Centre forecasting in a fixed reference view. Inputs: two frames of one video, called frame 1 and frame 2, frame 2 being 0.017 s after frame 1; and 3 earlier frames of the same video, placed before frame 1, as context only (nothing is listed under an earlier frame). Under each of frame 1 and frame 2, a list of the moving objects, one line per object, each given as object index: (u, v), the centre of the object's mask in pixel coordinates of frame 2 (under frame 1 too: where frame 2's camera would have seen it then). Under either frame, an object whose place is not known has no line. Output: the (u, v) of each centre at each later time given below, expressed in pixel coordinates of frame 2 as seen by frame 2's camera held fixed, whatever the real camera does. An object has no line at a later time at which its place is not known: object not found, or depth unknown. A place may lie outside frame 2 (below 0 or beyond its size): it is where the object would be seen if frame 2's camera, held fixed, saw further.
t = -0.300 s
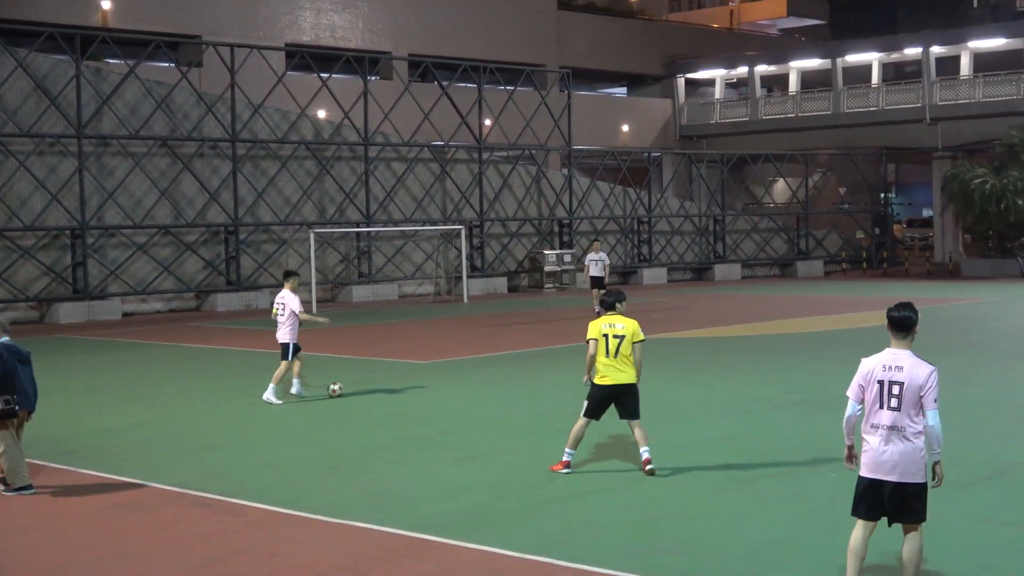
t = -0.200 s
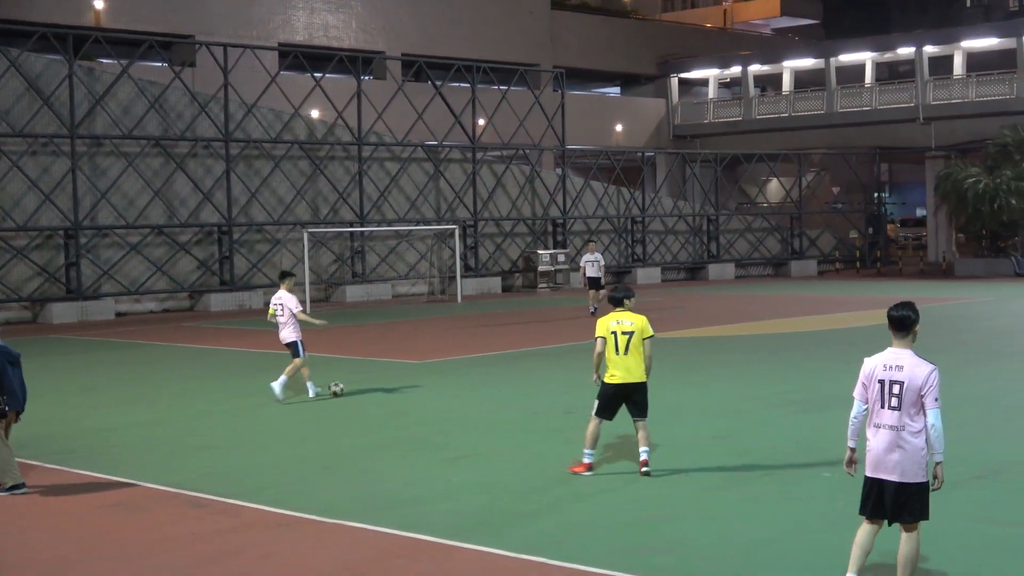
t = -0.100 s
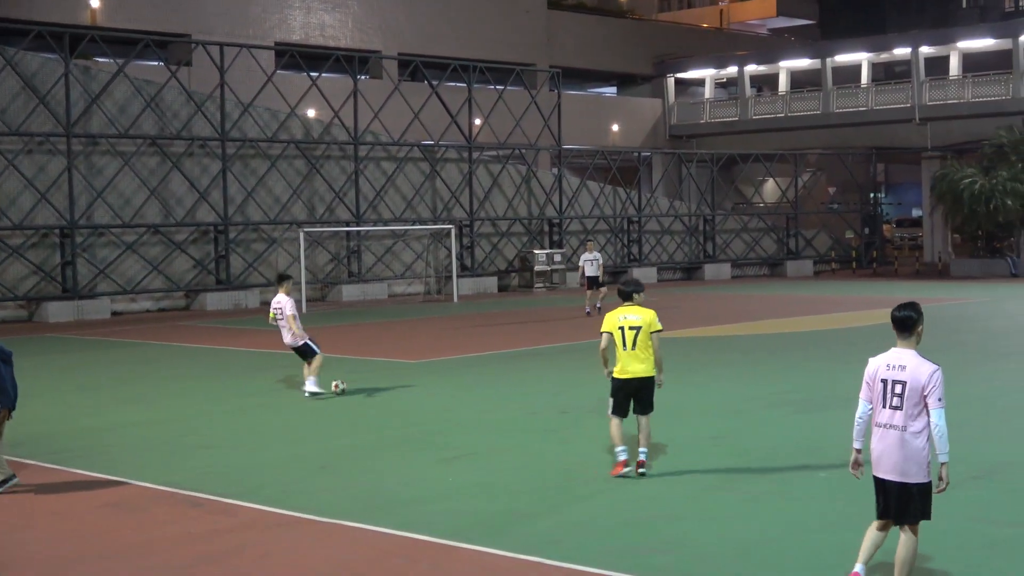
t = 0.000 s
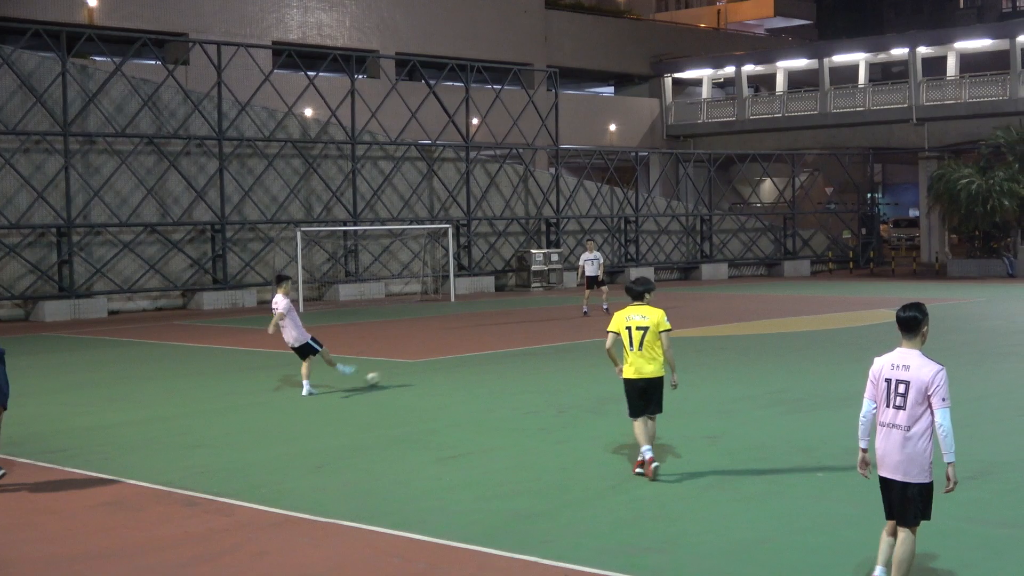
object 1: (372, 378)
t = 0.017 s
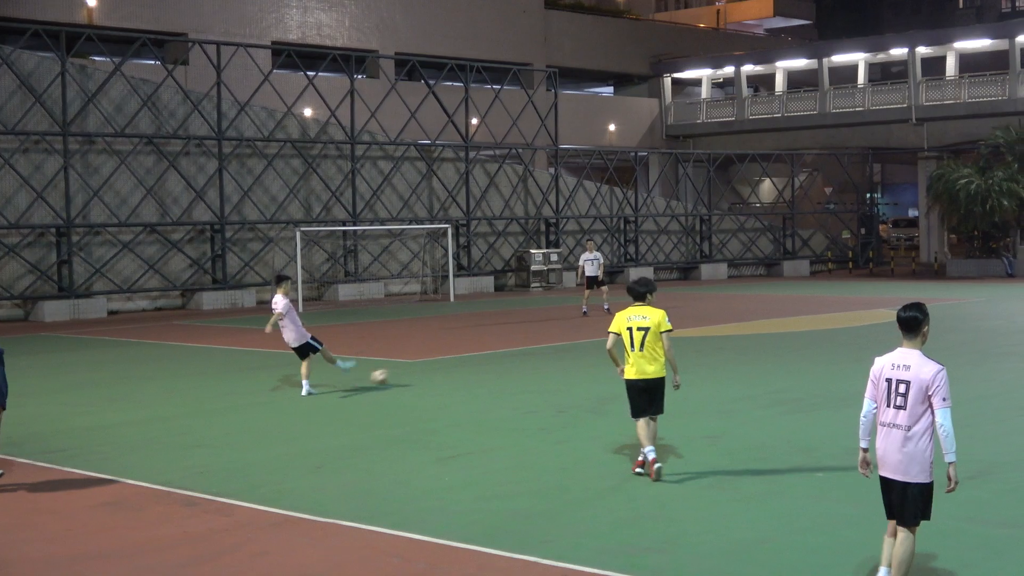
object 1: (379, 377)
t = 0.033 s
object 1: (388, 374)
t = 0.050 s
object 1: (398, 374)
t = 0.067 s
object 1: (407, 373)
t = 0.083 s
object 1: (414, 372)
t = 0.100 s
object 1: (423, 370)
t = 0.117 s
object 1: (430, 368)
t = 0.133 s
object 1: (437, 366)
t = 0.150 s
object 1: (445, 365)
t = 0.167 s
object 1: (451, 364)
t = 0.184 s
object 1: (459, 363)
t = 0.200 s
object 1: (466, 362)
